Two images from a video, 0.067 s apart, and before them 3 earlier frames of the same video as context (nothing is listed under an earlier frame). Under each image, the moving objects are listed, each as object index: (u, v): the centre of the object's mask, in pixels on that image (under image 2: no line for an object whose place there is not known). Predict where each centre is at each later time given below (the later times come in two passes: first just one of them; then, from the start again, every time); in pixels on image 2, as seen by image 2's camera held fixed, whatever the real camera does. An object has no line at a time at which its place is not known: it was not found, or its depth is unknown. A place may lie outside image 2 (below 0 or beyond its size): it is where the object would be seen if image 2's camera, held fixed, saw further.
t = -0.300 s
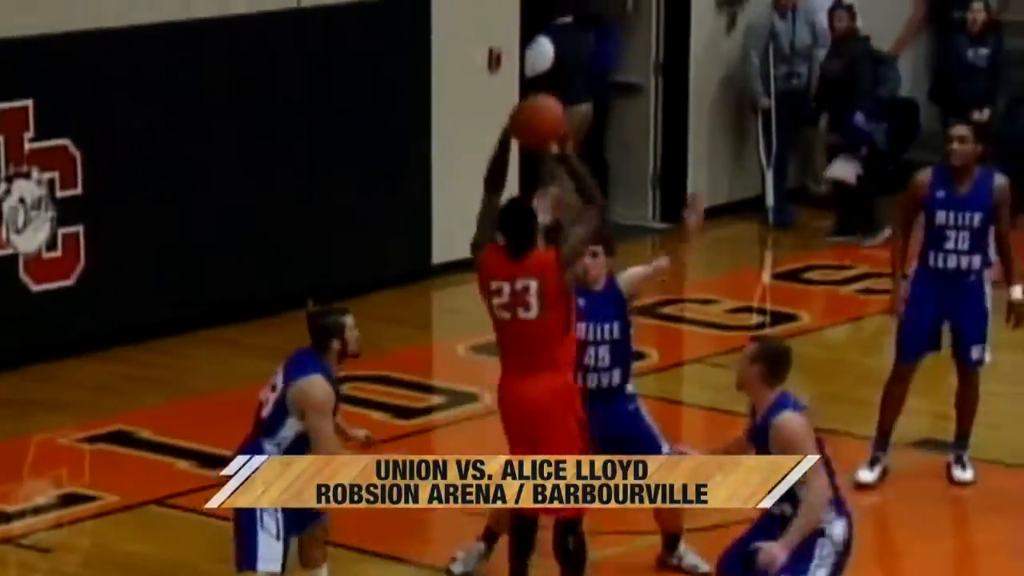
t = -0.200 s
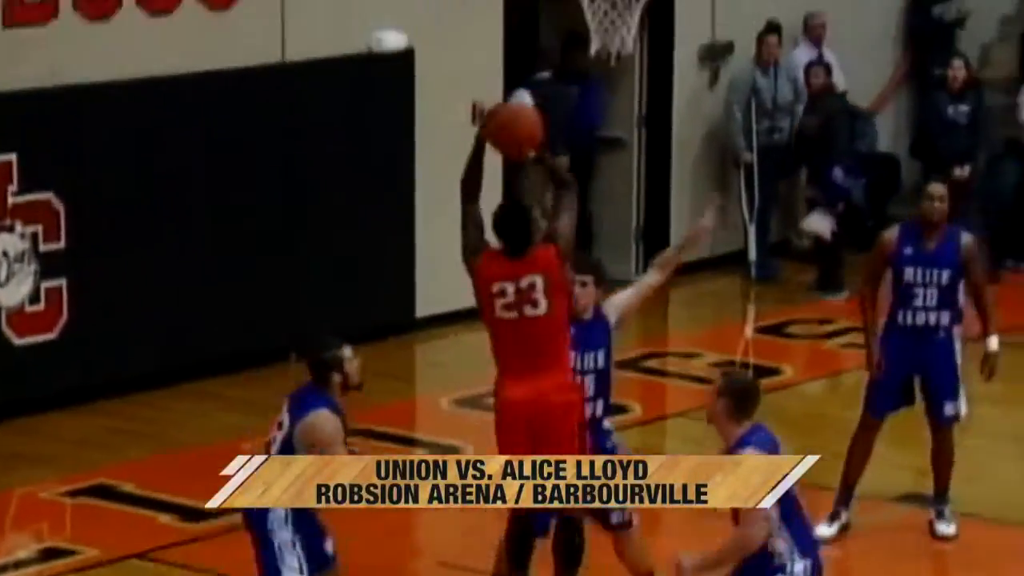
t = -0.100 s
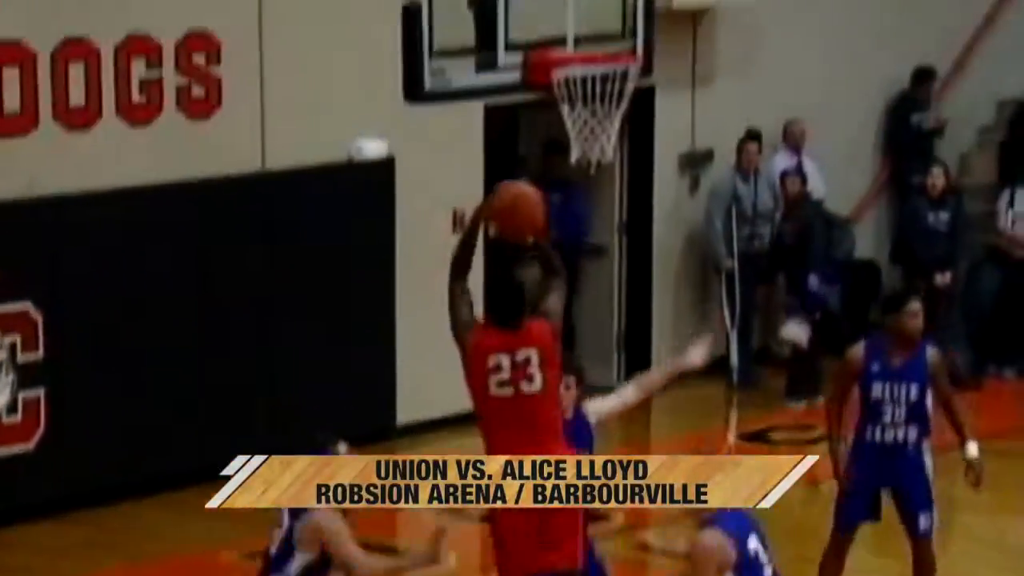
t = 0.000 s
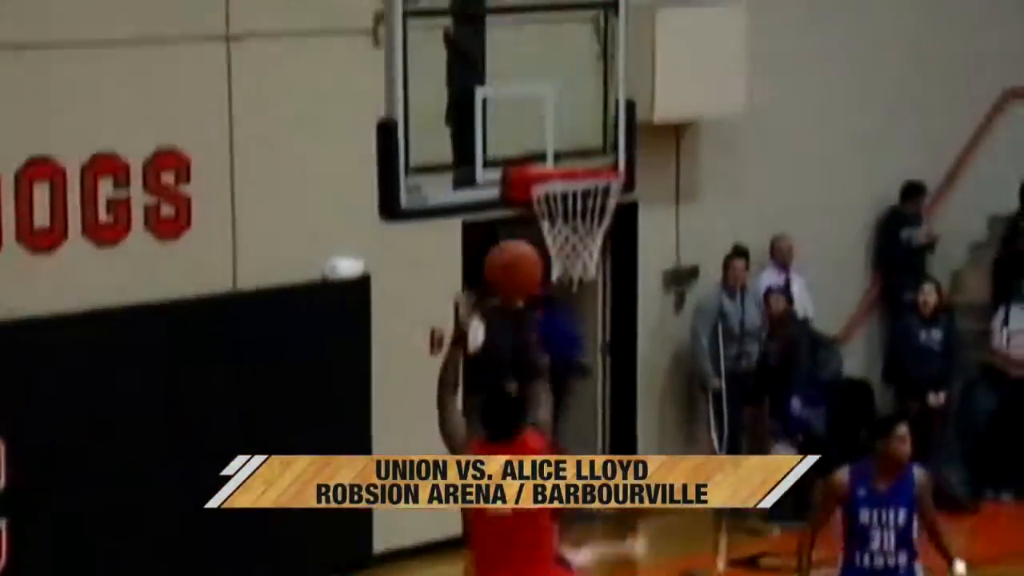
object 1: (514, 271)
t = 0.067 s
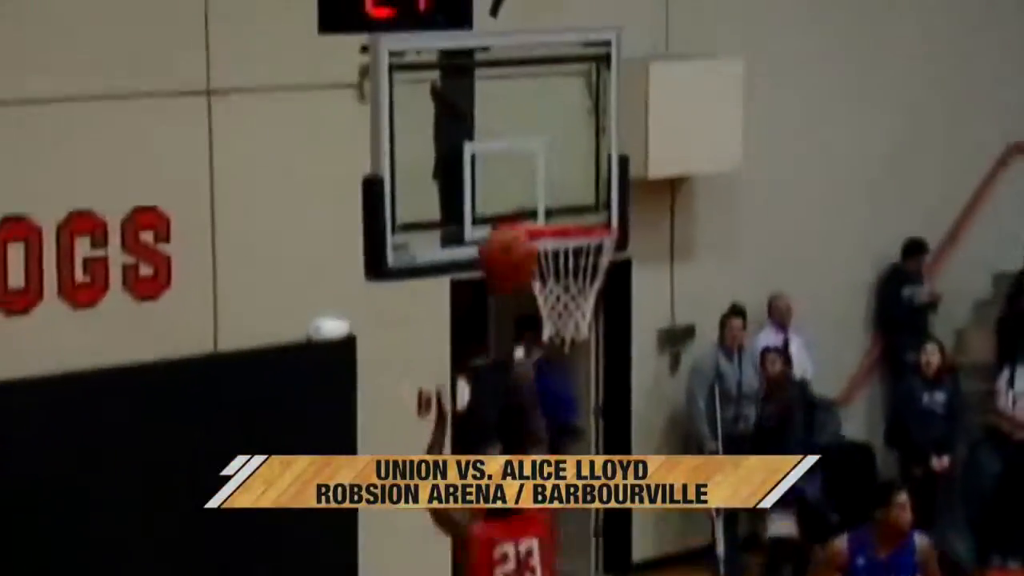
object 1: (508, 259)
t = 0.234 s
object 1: (516, 125)
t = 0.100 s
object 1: (508, 229)
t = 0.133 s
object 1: (510, 196)
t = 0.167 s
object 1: (512, 170)
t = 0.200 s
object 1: (514, 146)
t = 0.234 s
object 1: (516, 125)
